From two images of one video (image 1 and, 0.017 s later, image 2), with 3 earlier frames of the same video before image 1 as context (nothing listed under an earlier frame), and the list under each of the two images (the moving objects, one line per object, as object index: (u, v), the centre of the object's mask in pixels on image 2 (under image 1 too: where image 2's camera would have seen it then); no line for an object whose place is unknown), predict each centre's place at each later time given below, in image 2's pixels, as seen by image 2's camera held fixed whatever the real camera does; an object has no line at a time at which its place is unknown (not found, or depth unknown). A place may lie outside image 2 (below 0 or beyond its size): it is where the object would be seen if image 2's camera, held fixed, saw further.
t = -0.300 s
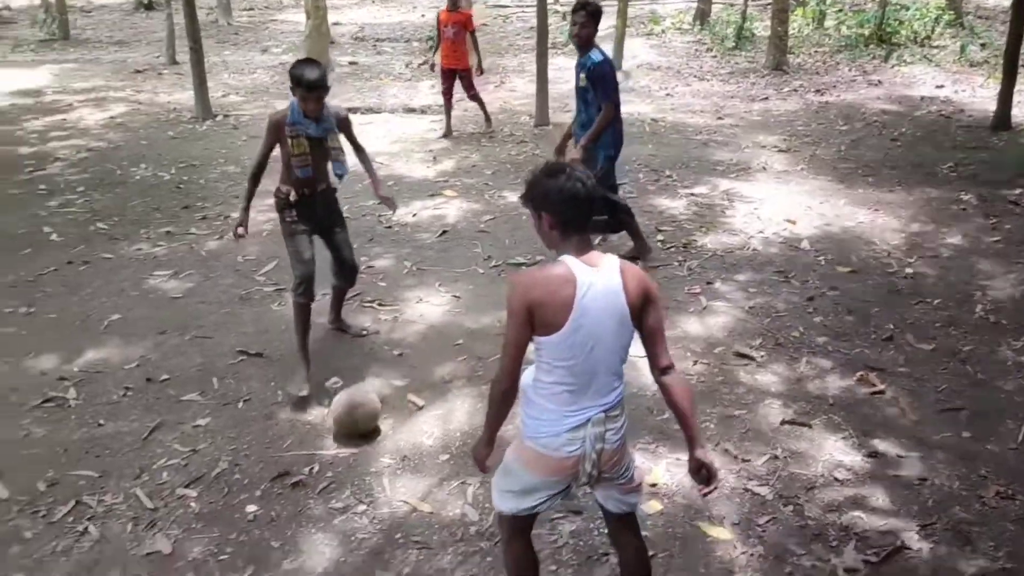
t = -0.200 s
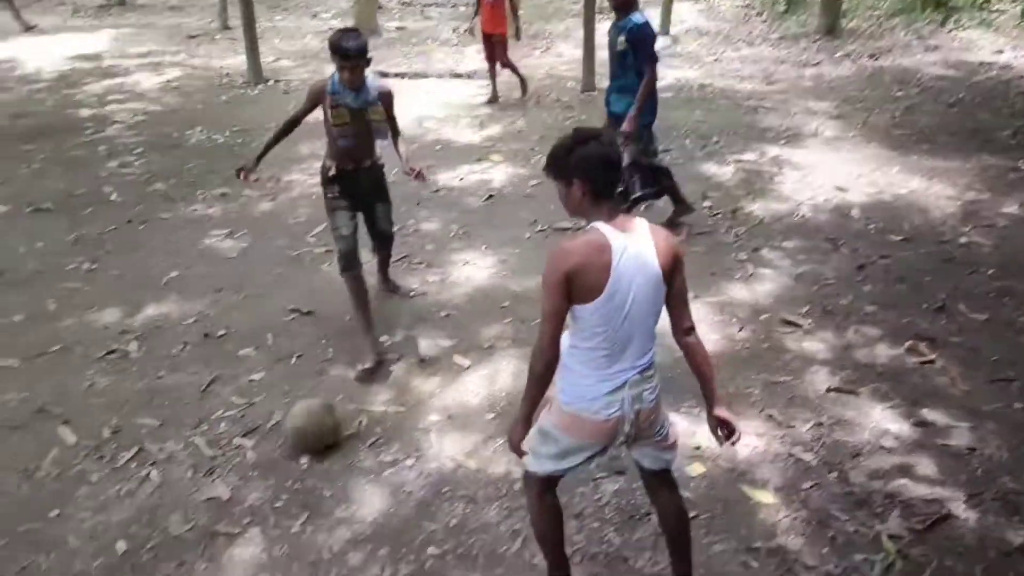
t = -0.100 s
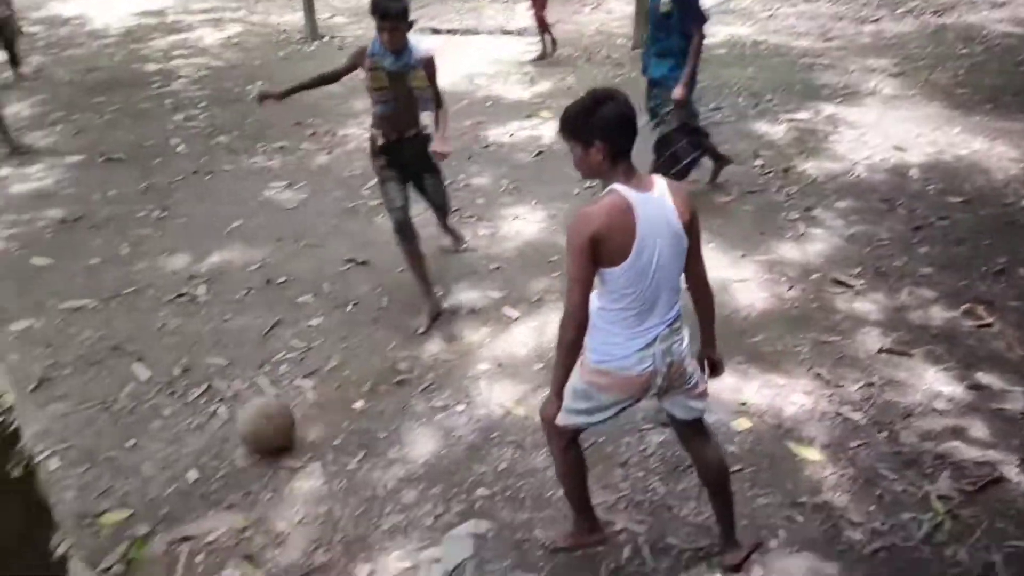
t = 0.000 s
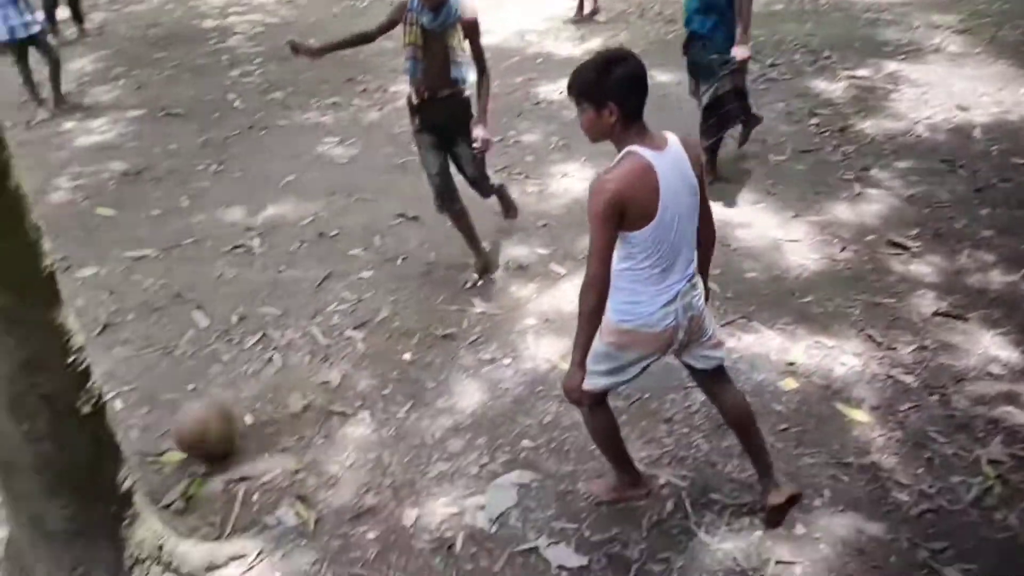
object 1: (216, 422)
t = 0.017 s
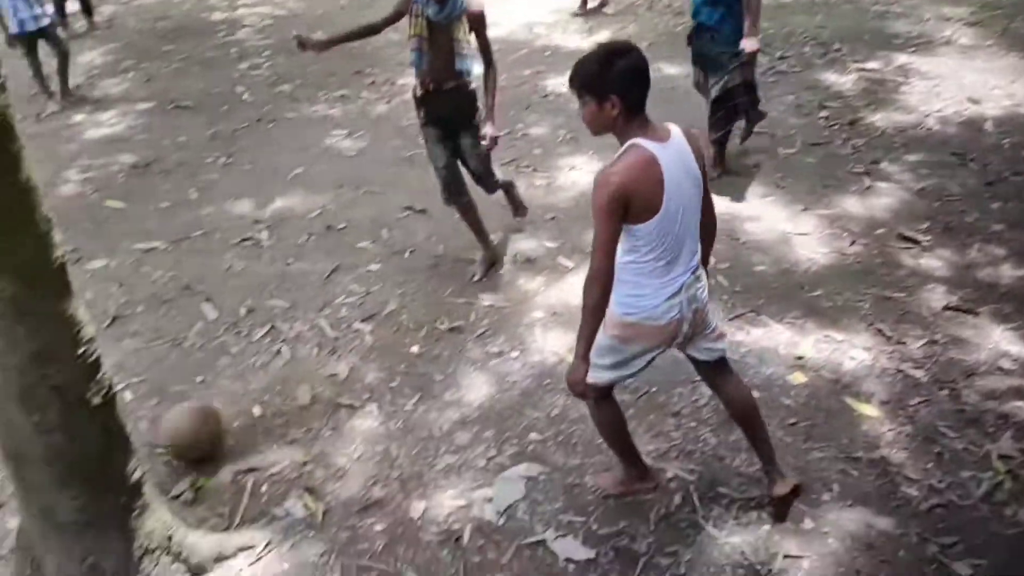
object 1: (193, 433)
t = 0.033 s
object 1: (174, 446)
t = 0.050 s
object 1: (165, 457)
